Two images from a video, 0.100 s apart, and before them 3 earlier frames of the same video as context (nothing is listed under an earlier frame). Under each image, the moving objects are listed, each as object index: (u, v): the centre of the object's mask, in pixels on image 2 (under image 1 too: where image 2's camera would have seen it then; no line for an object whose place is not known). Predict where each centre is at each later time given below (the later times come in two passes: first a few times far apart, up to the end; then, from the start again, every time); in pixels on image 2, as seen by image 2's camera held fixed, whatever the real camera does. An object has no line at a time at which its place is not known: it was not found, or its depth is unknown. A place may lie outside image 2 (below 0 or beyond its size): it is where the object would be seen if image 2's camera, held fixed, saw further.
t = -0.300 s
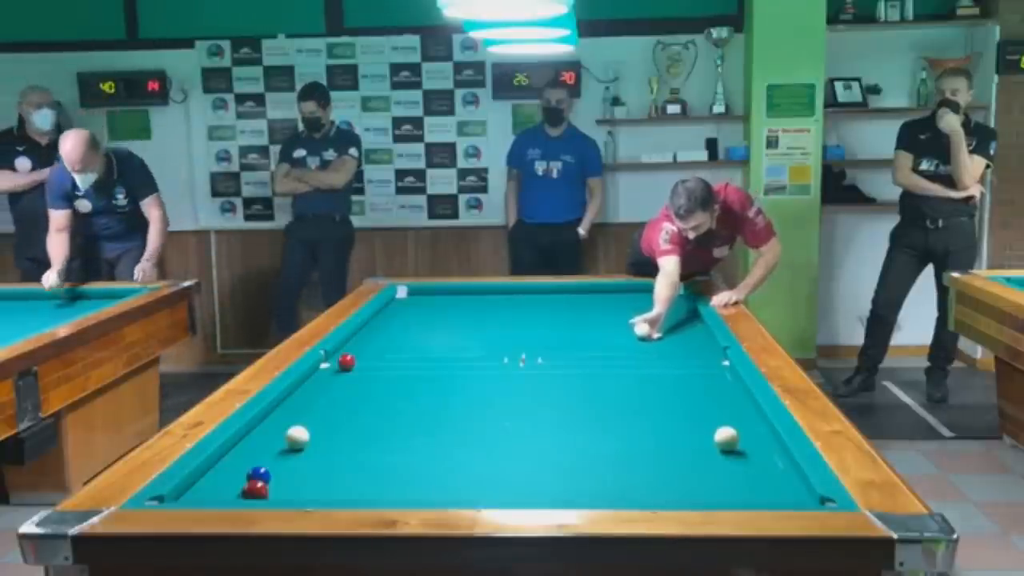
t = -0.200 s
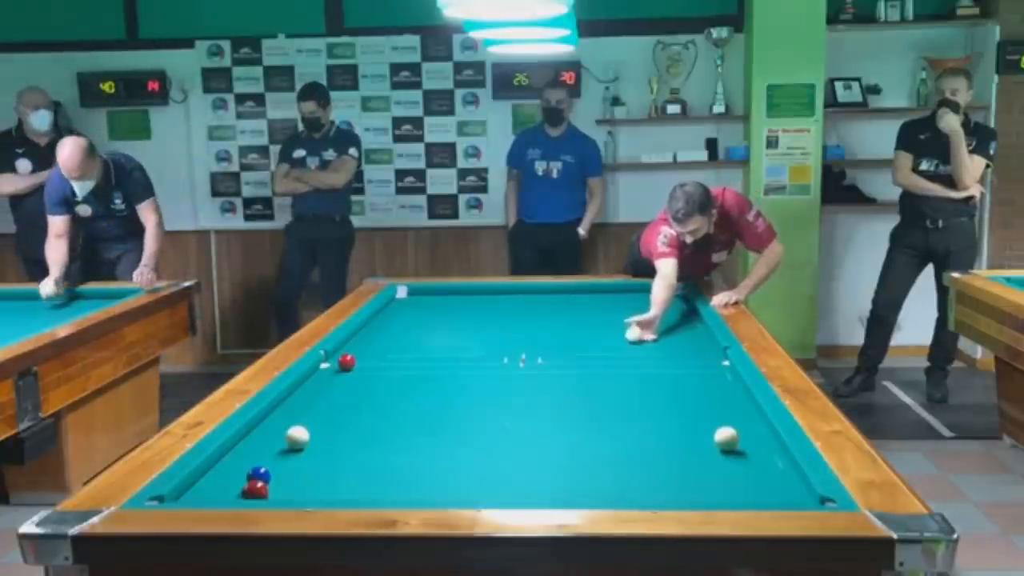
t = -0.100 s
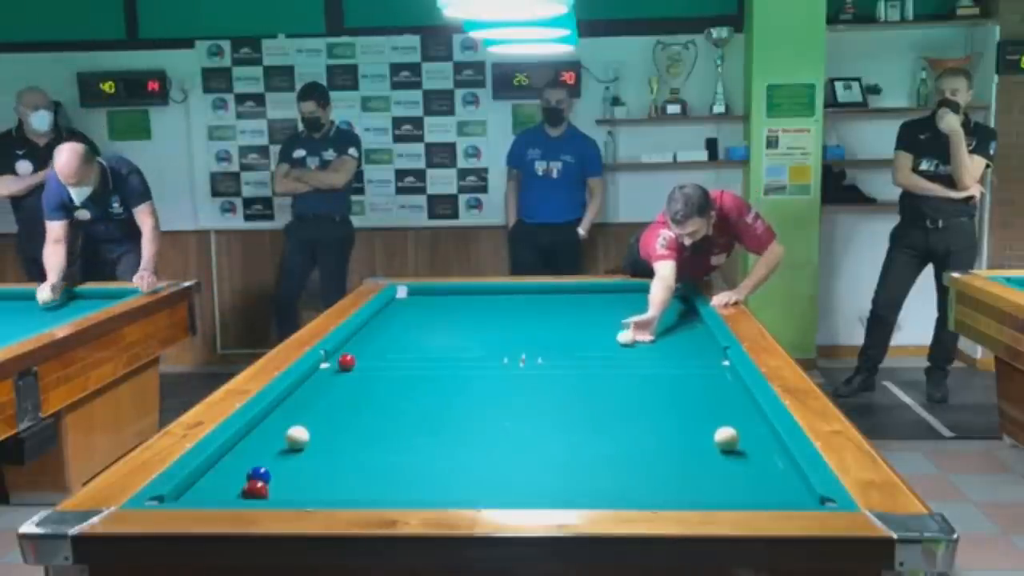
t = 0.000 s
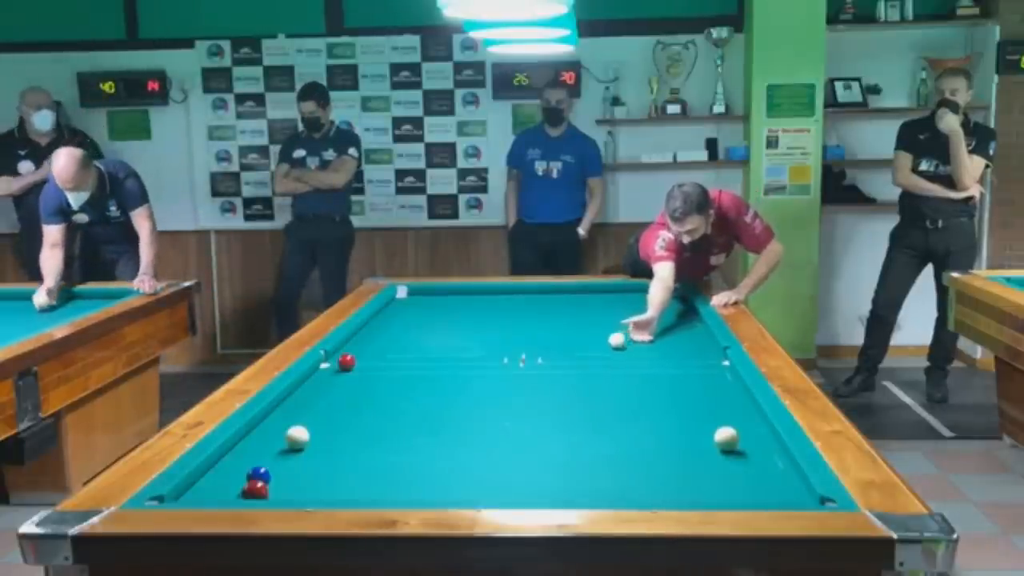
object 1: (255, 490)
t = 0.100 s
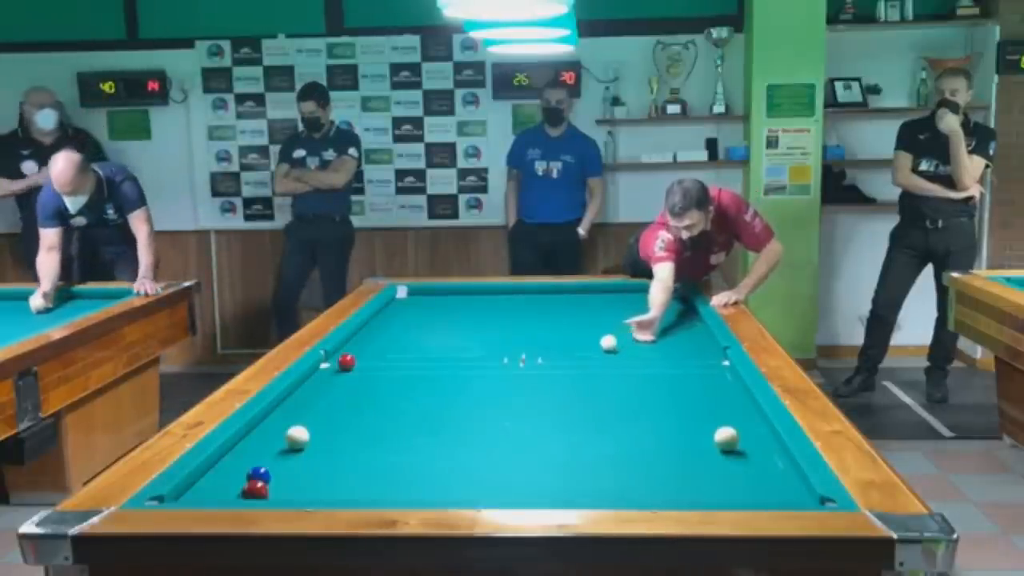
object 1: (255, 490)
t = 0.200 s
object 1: (255, 490)
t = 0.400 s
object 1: (255, 490)
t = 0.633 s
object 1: (255, 490)
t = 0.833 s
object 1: (255, 490)
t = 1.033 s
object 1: (255, 490)
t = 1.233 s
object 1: (255, 490)
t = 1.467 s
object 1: (255, 490)
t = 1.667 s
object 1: (255, 490)
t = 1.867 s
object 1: (255, 490)
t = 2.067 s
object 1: (255, 490)
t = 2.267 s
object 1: (255, 490)
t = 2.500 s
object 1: (255, 490)
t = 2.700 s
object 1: (255, 490)
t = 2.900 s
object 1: (255, 490)
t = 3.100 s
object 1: (255, 490)
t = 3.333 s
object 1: (255, 490)
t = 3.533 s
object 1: (255, 490)
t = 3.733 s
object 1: (255, 490)
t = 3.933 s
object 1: (256, 490)
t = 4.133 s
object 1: (256, 490)
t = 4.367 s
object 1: (256, 490)
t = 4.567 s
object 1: (256, 490)
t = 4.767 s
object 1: (261, 490)
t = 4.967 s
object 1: (267, 490)
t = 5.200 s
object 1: (274, 489)
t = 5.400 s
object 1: (279, 489)
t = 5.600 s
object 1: (283, 489)
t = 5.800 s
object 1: (286, 488)
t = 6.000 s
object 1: (289, 488)
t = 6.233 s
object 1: (291, 488)
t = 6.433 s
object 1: (292, 488)
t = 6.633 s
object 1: (293, 488)
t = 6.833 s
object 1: (292, 488)
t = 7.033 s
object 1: (292, 488)
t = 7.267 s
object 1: (292, 488)
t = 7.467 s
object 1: (292, 488)
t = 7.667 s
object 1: (292, 488)
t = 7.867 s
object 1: (292, 488)
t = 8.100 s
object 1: (292, 488)
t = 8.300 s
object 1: (292, 487)
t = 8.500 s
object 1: (292, 487)
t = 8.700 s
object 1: (292, 487)
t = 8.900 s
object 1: (292, 487)
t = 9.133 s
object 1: (292, 488)
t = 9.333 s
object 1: (292, 488)
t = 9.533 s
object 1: (292, 488)
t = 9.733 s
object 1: (292, 488)
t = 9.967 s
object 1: (292, 488)
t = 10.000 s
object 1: (292, 488)
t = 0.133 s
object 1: (255, 490)
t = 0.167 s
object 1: (255, 490)
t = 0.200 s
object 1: (255, 490)
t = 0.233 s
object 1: (255, 490)
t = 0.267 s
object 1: (255, 490)
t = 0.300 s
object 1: (255, 490)
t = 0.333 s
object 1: (255, 490)
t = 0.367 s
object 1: (255, 490)
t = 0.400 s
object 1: (255, 490)
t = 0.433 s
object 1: (255, 490)
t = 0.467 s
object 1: (255, 490)
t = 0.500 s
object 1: (255, 490)
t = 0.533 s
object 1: (255, 490)
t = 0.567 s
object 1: (255, 490)
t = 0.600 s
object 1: (255, 490)
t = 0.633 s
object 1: (255, 490)
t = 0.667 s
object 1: (255, 490)
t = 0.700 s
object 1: (255, 490)
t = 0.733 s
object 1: (255, 490)
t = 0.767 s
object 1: (255, 490)
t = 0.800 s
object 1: (255, 490)
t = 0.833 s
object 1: (255, 490)
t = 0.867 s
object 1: (255, 490)
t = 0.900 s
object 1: (255, 490)
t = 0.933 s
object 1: (255, 490)
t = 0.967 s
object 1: (255, 490)
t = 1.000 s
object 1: (255, 490)
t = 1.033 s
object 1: (255, 490)
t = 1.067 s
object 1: (255, 490)
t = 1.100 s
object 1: (255, 490)
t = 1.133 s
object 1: (255, 490)
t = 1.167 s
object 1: (255, 490)
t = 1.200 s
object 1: (255, 490)
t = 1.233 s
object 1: (255, 490)
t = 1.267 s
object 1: (255, 490)
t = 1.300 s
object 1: (255, 490)
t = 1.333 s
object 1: (255, 490)
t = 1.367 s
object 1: (255, 490)
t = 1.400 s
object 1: (255, 490)
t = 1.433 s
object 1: (255, 490)
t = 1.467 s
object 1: (255, 490)
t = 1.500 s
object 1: (255, 490)
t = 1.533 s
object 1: (255, 490)
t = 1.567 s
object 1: (255, 490)
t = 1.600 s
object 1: (255, 490)
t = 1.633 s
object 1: (255, 490)
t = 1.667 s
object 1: (255, 490)
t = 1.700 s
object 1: (255, 490)
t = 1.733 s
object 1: (255, 490)
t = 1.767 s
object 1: (255, 490)
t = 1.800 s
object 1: (255, 490)
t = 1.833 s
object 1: (255, 490)
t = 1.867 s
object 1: (255, 490)
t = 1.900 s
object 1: (255, 490)
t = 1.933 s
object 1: (255, 490)
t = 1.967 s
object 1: (255, 490)
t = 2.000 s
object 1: (255, 490)
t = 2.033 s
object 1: (255, 490)
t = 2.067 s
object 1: (255, 490)
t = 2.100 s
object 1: (255, 490)
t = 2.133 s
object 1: (255, 490)
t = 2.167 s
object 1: (255, 490)
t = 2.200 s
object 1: (255, 490)
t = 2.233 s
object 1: (255, 490)
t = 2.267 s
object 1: (255, 490)
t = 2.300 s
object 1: (255, 490)
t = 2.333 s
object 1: (255, 490)
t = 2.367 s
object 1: (255, 490)
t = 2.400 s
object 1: (255, 490)
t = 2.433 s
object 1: (255, 490)
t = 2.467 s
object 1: (255, 490)
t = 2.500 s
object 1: (255, 490)
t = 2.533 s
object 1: (255, 490)
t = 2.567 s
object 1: (255, 490)
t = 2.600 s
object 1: (255, 490)
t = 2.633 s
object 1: (255, 490)
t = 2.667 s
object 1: (255, 490)
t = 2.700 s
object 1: (255, 490)
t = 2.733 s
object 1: (255, 490)
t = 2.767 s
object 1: (255, 490)
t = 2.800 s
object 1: (255, 490)
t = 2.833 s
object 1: (255, 490)
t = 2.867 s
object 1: (255, 490)
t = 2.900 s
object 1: (255, 490)
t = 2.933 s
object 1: (255, 490)
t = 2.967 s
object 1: (255, 490)
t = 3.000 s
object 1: (255, 490)
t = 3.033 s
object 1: (255, 490)
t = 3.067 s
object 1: (255, 490)
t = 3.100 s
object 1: (255, 490)
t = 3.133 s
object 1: (255, 490)
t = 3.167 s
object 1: (255, 490)
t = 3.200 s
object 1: (255, 490)
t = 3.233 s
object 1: (255, 490)
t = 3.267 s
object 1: (255, 490)
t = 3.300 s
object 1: (255, 490)
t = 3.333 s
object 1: (255, 490)
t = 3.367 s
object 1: (255, 490)
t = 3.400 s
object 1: (255, 490)
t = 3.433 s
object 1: (255, 490)
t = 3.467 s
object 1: (255, 490)
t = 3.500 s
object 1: (255, 490)
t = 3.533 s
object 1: (255, 490)
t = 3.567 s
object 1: (255, 490)
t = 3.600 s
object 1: (255, 490)
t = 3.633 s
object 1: (255, 490)
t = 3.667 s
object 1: (255, 490)
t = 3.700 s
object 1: (255, 490)
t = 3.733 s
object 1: (255, 490)
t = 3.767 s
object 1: (255, 490)
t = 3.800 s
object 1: (255, 490)
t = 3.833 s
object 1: (255, 490)
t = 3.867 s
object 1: (255, 490)
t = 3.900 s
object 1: (256, 490)
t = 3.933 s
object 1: (256, 490)
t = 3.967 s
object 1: (256, 490)
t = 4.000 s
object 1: (256, 490)
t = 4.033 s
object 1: (256, 490)
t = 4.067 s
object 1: (256, 490)
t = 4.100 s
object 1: (256, 490)
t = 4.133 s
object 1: (256, 490)
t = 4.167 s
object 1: (256, 490)
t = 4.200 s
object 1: (256, 490)
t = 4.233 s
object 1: (256, 490)
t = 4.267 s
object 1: (256, 490)
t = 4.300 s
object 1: (256, 490)
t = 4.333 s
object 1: (256, 490)
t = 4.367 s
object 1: (256, 490)
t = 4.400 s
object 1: (255, 490)
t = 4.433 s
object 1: (255, 490)
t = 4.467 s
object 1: (256, 490)
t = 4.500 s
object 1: (256, 490)
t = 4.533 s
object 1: (256, 490)
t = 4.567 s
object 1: (256, 490)
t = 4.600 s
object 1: (256, 490)
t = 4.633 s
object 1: (257, 490)
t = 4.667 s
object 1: (258, 490)
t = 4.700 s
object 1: (259, 490)
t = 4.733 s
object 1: (260, 490)
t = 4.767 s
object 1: (261, 490)
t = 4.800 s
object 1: (263, 490)
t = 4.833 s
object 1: (264, 490)
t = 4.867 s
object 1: (265, 490)
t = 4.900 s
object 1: (265, 489)
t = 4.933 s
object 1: (265, 490)
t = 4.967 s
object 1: (267, 490)
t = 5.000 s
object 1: (268, 490)
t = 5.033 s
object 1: (269, 490)
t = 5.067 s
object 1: (270, 490)
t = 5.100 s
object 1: (270, 489)
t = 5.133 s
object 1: (271, 489)
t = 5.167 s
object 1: (273, 489)
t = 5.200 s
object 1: (274, 489)
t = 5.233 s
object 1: (275, 489)
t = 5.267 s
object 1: (276, 489)
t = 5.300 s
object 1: (277, 489)
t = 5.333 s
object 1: (277, 489)
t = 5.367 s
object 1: (278, 489)
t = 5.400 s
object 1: (279, 489)
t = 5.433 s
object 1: (280, 489)
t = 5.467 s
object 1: (281, 489)
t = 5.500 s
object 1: (281, 489)
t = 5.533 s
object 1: (282, 489)
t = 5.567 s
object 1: (282, 489)
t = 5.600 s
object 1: (283, 489)
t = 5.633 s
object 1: (283, 489)
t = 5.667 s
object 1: (284, 489)
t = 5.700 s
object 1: (285, 488)
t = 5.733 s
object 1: (286, 488)
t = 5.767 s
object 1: (286, 488)
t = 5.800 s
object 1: (286, 488)
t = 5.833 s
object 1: (287, 488)
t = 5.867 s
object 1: (287, 488)
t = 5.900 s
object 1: (288, 488)
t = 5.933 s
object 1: (288, 488)
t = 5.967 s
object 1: (288, 488)
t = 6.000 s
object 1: (289, 488)
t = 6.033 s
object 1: (289, 488)
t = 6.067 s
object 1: (289, 488)
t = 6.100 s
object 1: (290, 488)
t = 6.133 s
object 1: (290, 488)
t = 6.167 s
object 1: (290, 488)
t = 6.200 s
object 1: (291, 488)
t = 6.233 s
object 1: (291, 488)
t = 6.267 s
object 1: (291, 488)
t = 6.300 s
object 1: (291, 488)
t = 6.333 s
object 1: (292, 488)
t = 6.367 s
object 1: (292, 488)
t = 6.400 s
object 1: (292, 488)
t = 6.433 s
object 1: (292, 488)
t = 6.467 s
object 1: (293, 488)
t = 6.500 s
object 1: (293, 488)
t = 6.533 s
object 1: (293, 488)
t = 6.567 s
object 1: (293, 488)
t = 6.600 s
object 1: (293, 488)
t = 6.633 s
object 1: (293, 488)
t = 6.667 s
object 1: (293, 488)
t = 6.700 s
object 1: (293, 488)
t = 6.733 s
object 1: (292, 488)
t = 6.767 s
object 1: (292, 488)
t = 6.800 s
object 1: (292, 488)
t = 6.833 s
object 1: (292, 488)
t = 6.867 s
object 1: (292, 488)
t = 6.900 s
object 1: (292, 488)
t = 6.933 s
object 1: (292, 488)
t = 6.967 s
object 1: (292, 488)
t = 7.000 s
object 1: (292, 488)
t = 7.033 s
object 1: (292, 488)
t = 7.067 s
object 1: (292, 488)
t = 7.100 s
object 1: (292, 488)
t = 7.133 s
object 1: (292, 488)
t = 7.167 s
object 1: (292, 488)
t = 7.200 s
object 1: (292, 488)
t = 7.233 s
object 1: (292, 488)
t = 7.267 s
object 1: (292, 488)
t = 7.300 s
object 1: (292, 488)
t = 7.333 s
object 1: (292, 488)
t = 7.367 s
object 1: (292, 488)
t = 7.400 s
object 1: (292, 488)
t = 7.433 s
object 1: (292, 488)
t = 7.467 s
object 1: (292, 488)
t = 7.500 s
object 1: (292, 488)
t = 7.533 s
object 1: (292, 488)
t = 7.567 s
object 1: (292, 488)
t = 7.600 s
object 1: (292, 488)
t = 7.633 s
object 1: (292, 488)
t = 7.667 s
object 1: (292, 488)
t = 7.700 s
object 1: (292, 488)
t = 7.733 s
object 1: (292, 488)
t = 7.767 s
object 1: (292, 488)
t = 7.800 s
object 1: (292, 488)
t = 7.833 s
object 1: (292, 488)
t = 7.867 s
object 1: (292, 488)
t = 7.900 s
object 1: (292, 488)
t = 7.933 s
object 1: (292, 488)
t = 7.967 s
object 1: (292, 488)
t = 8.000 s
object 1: (292, 488)
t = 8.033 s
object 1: (292, 488)
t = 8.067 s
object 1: (292, 488)
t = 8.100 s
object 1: (292, 488)
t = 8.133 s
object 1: (292, 488)
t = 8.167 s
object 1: (292, 488)
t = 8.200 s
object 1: (292, 488)
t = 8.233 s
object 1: (292, 488)
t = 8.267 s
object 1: (292, 488)
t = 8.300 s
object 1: (292, 487)
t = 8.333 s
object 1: (292, 487)
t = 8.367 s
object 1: (292, 488)
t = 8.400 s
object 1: (292, 488)
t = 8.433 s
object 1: (292, 487)
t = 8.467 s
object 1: (292, 488)
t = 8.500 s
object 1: (292, 487)
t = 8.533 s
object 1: (292, 487)
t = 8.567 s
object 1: (292, 488)
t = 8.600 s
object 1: (292, 487)
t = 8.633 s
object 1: (292, 487)
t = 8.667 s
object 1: (292, 487)
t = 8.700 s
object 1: (292, 487)
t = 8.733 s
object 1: (292, 487)
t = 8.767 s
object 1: (292, 487)
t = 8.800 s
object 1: (292, 487)
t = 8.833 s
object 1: (292, 487)
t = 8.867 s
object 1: (292, 487)
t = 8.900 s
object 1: (292, 487)
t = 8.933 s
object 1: (292, 487)
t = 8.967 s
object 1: (292, 487)
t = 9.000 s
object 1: (292, 487)
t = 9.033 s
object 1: (292, 487)
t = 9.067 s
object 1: (292, 488)
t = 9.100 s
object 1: (292, 488)
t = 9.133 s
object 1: (292, 488)
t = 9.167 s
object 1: (292, 488)
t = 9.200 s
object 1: (292, 488)
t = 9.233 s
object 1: (292, 488)
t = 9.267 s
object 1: (292, 488)
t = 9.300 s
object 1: (292, 488)
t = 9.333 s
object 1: (292, 488)
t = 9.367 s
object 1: (292, 488)
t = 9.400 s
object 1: (292, 488)
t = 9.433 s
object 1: (292, 488)
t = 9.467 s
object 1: (292, 488)
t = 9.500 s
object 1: (292, 488)
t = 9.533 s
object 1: (292, 488)
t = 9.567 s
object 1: (292, 488)
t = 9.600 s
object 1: (292, 488)
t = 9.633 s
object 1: (292, 488)
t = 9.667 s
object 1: (292, 488)
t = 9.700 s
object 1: (292, 488)
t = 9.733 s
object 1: (292, 488)
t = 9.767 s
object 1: (292, 488)
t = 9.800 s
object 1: (292, 488)
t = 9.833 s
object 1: (292, 488)
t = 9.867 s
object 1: (292, 488)
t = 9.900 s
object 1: (292, 488)
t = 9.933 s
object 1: (292, 488)
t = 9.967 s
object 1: (292, 488)
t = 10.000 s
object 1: (292, 488)
